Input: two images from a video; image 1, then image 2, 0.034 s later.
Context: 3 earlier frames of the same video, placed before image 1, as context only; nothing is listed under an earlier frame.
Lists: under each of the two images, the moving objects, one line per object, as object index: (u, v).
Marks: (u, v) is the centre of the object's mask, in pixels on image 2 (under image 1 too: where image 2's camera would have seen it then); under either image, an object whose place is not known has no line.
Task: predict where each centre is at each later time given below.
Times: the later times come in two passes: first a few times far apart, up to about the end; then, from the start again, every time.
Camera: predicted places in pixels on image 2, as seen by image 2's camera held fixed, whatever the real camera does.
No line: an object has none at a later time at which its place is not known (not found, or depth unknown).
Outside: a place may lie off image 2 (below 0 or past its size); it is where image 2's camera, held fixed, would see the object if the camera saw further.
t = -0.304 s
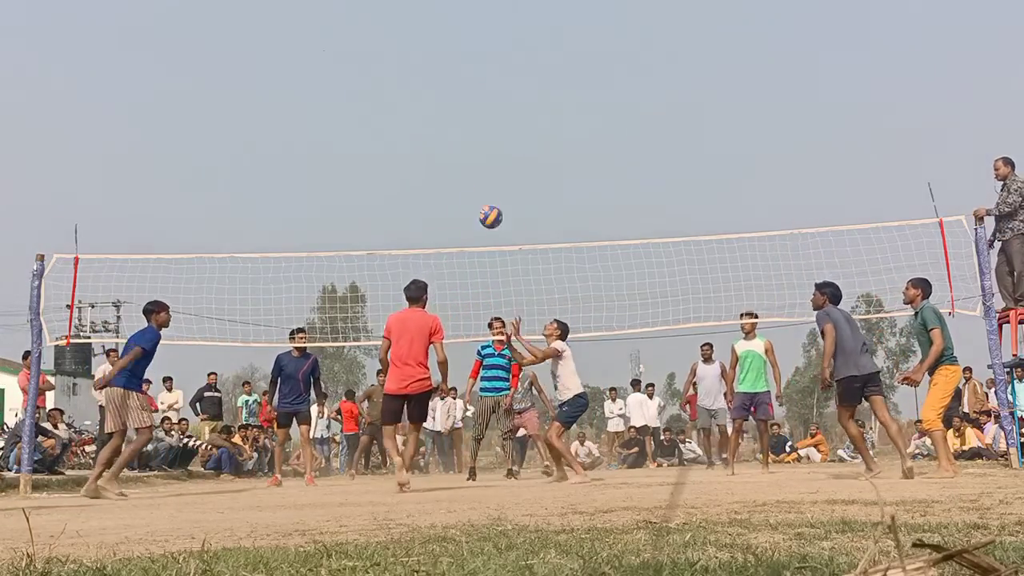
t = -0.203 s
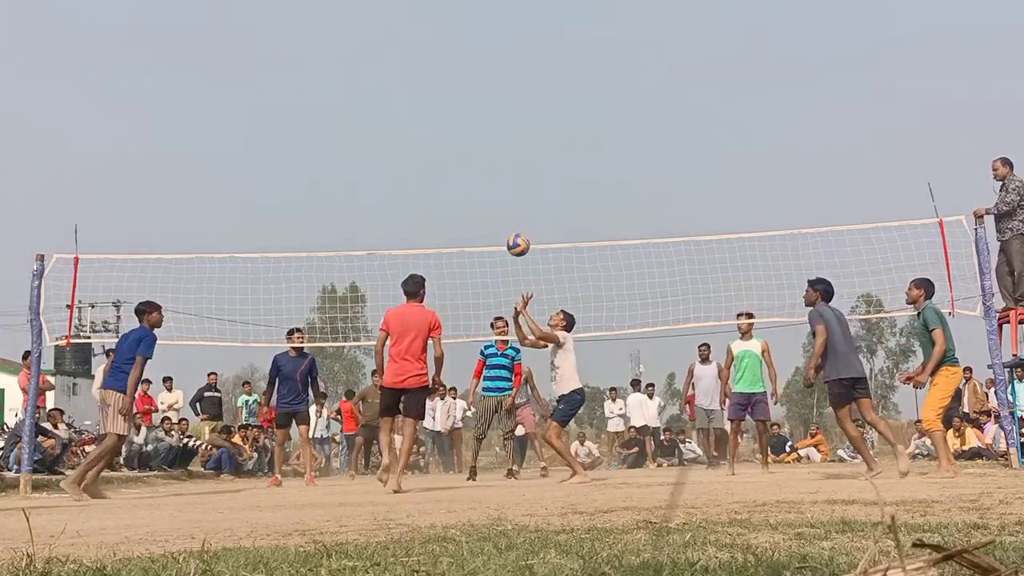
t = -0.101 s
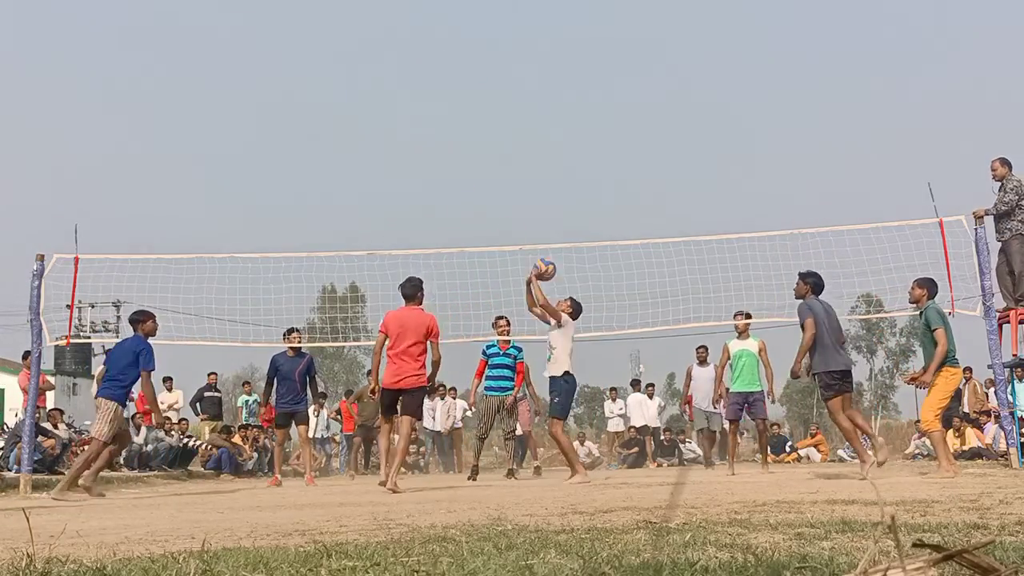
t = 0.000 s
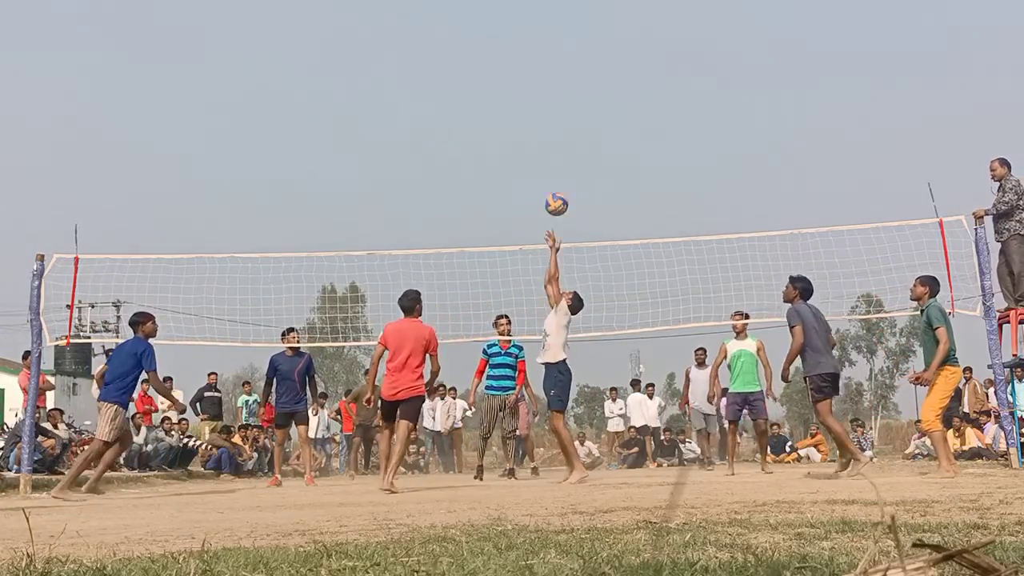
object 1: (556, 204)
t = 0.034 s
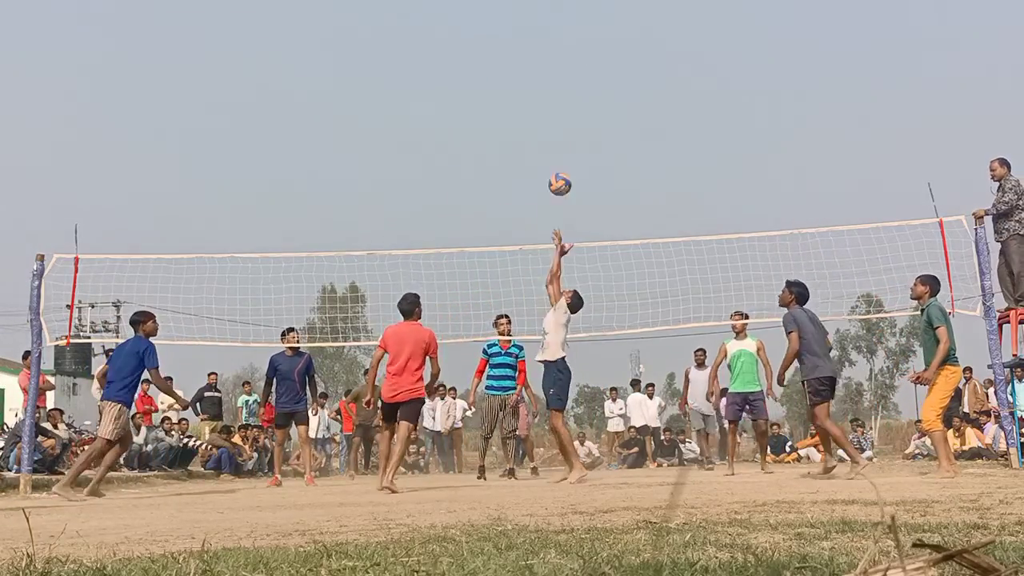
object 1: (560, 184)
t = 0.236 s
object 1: (581, 92)
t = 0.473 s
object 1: (610, 40)
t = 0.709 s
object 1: (640, 46)
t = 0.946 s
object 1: (673, 108)
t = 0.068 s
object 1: (563, 165)
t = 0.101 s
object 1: (566, 148)
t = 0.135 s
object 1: (570, 132)
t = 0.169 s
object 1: (574, 117)
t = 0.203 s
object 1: (577, 104)
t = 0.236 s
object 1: (581, 92)
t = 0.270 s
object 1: (585, 81)
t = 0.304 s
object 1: (589, 71)
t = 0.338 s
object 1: (593, 62)
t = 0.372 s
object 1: (597, 55)
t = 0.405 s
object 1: (602, 49)
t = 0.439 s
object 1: (606, 44)
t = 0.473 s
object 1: (610, 40)
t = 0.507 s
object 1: (614, 38)
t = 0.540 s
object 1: (618, 37)
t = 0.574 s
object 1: (622, 36)
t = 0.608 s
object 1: (627, 37)
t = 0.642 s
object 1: (631, 39)
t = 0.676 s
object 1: (636, 42)
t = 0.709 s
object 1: (640, 46)
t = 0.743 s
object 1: (645, 52)
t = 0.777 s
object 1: (649, 58)
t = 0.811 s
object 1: (654, 66)
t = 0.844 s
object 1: (659, 75)
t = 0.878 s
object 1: (663, 84)
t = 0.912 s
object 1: (668, 95)
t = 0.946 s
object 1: (673, 108)
